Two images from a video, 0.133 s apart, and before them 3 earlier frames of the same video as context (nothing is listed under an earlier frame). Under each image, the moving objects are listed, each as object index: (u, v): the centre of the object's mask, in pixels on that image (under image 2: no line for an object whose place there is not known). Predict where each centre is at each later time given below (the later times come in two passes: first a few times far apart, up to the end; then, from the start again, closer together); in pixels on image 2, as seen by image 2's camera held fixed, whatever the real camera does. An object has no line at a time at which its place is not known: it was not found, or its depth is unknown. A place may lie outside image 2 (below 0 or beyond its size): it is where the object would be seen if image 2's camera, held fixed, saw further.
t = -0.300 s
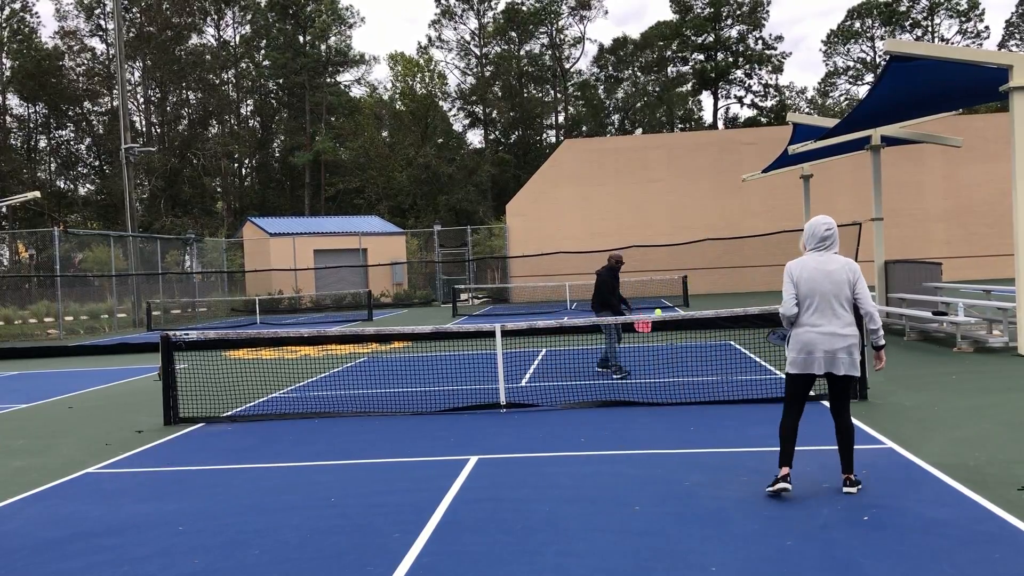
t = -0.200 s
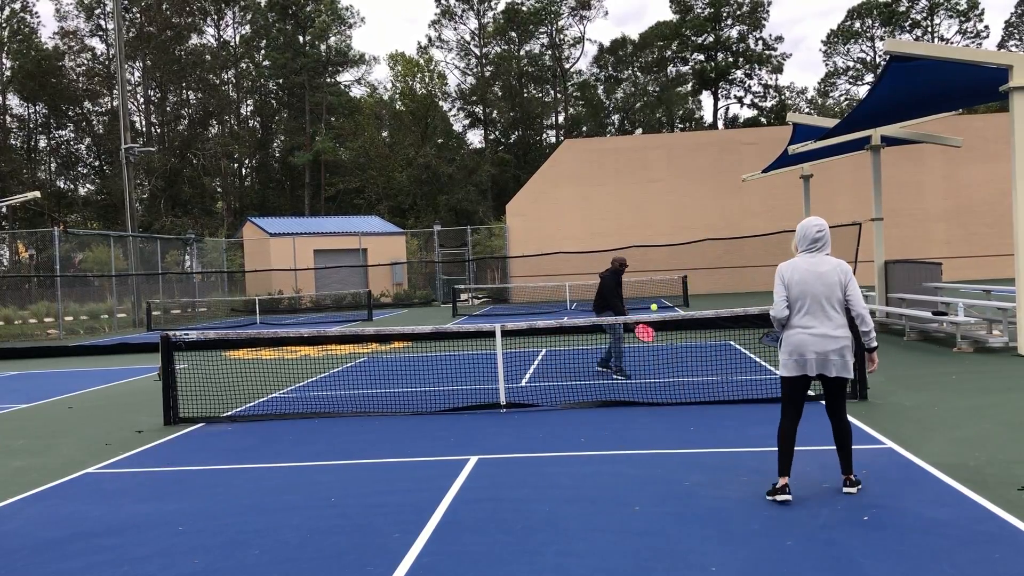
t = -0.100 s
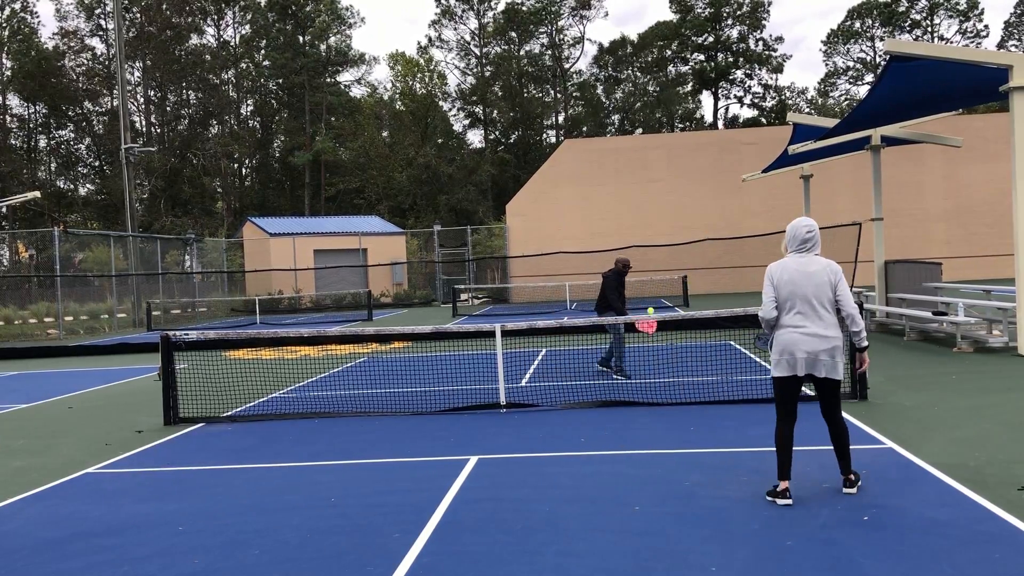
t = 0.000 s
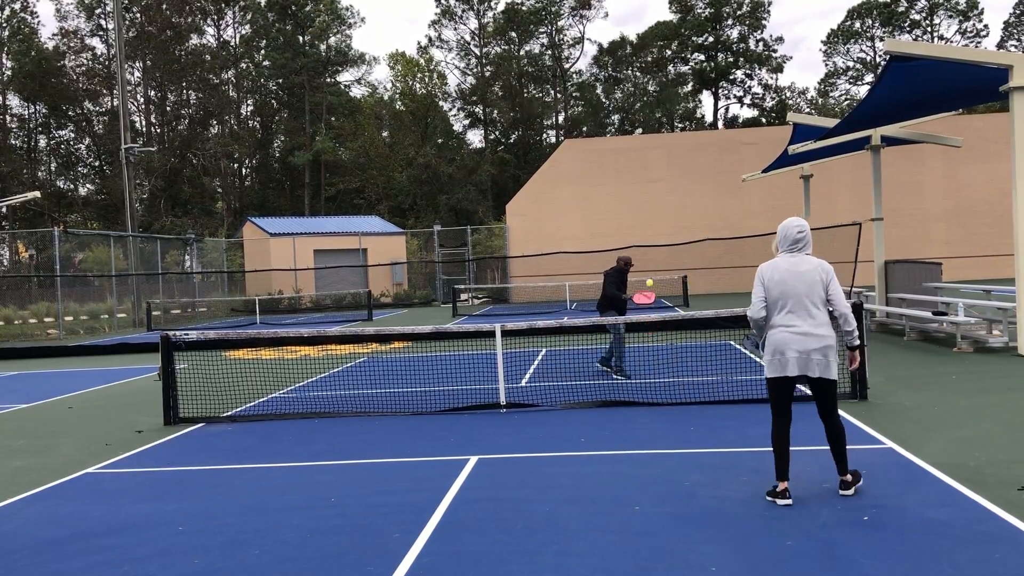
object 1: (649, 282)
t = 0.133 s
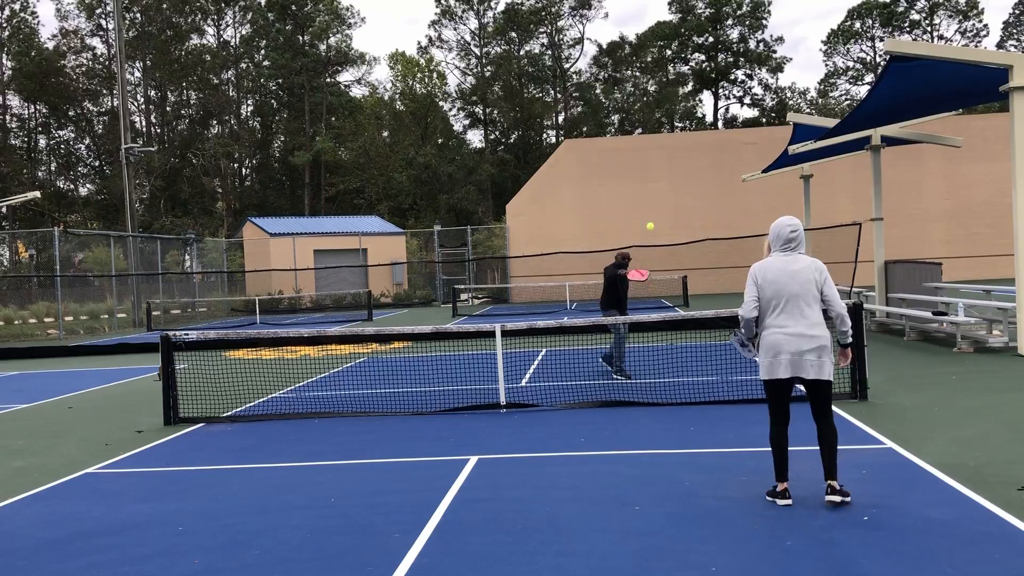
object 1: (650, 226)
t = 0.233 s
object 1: (650, 191)
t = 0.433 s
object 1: (653, 146)
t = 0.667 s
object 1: (658, 145)
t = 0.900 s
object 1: (665, 213)
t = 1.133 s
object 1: (676, 365)
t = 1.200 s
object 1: (680, 427)
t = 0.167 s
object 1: (650, 214)
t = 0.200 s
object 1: (650, 202)
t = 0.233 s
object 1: (650, 191)
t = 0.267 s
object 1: (651, 181)
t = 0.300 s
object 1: (651, 172)
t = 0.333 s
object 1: (652, 164)
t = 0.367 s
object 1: (652, 157)
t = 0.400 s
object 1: (652, 151)
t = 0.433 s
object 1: (653, 146)
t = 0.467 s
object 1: (653, 142)
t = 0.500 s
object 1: (654, 140)
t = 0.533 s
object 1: (655, 138)
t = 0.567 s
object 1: (655, 138)
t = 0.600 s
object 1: (656, 139)
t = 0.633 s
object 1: (657, 141)
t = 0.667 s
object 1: (658, 145)
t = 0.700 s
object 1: (659, 150)
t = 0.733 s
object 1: (659, 156)
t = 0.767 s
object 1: (660, 164)
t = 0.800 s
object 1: (661, 174)
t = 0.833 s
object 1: (662, 185)
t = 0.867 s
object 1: (664, 198)
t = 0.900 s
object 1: (665, 213)
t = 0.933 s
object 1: (666, 229)
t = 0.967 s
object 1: (668, 247)
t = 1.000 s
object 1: (669, 267)
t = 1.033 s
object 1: (671, 289)
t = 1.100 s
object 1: (674, 338)
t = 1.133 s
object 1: (676, 365)
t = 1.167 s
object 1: (678, 395)
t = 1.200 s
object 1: (680, 427)
